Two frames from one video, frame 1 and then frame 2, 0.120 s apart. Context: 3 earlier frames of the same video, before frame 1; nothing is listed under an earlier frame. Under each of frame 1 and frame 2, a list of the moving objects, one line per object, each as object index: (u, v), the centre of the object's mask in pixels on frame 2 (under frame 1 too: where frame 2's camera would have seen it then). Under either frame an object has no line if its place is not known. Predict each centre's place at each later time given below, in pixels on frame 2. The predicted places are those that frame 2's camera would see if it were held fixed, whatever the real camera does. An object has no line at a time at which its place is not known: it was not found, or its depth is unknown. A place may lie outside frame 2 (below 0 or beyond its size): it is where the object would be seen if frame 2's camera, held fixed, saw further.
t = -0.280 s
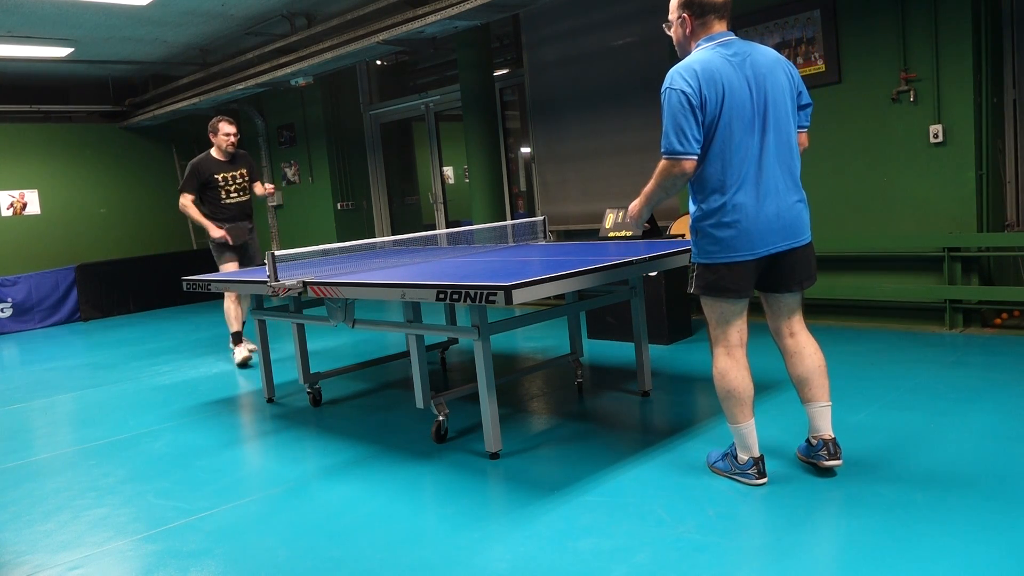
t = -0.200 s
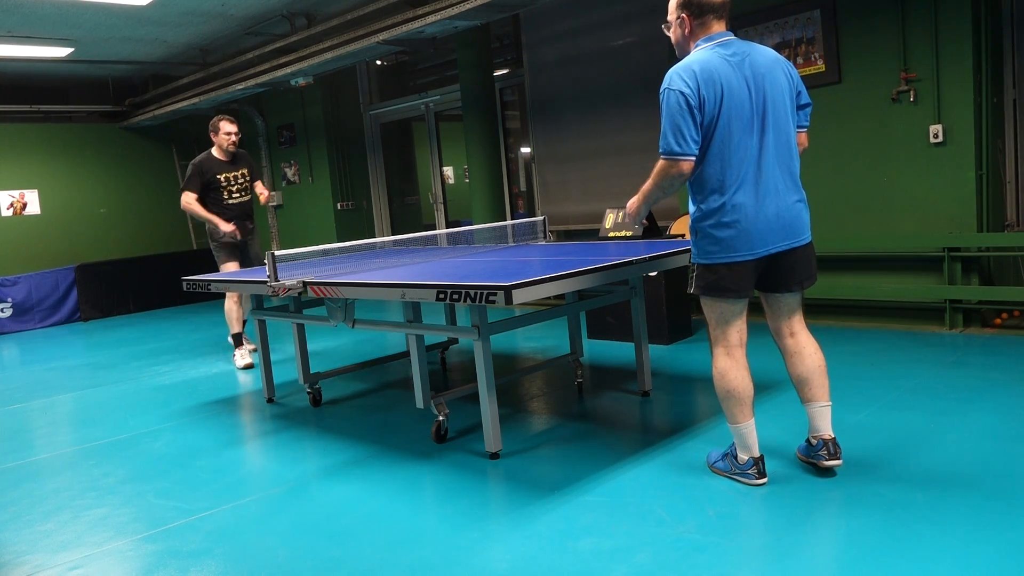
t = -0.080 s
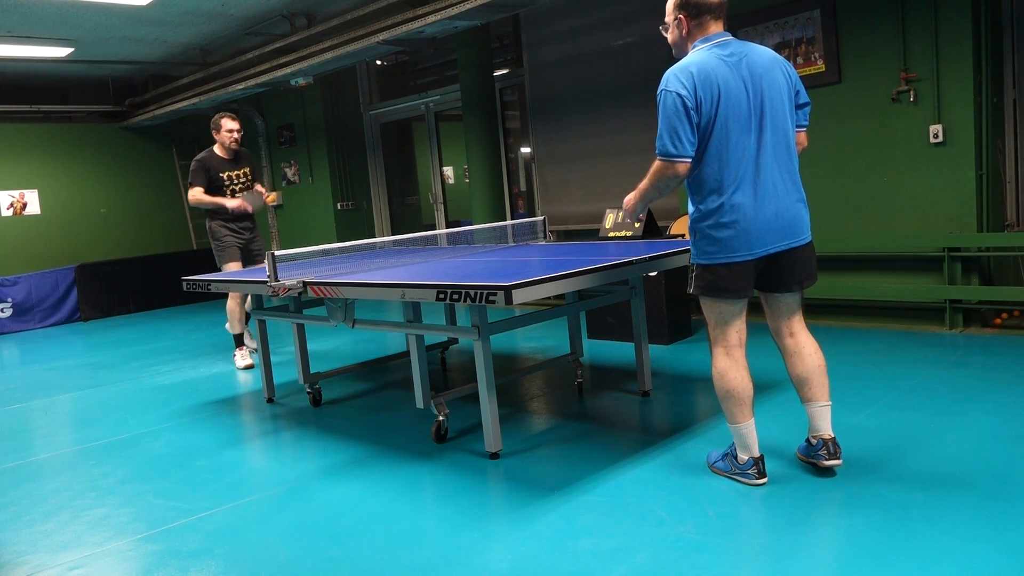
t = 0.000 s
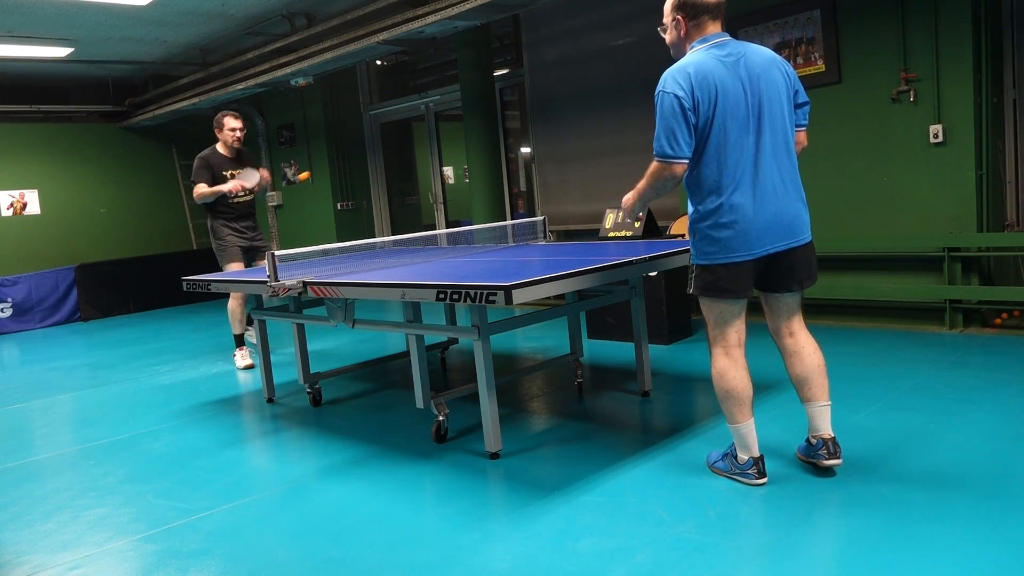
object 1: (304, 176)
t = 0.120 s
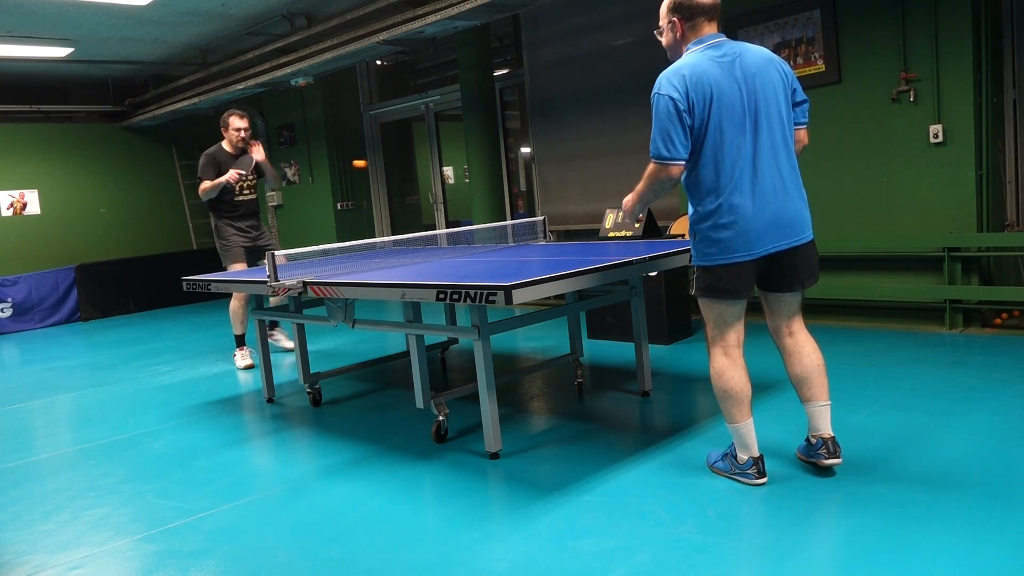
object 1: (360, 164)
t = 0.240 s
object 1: (425, 181)
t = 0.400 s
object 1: (524, 245)
